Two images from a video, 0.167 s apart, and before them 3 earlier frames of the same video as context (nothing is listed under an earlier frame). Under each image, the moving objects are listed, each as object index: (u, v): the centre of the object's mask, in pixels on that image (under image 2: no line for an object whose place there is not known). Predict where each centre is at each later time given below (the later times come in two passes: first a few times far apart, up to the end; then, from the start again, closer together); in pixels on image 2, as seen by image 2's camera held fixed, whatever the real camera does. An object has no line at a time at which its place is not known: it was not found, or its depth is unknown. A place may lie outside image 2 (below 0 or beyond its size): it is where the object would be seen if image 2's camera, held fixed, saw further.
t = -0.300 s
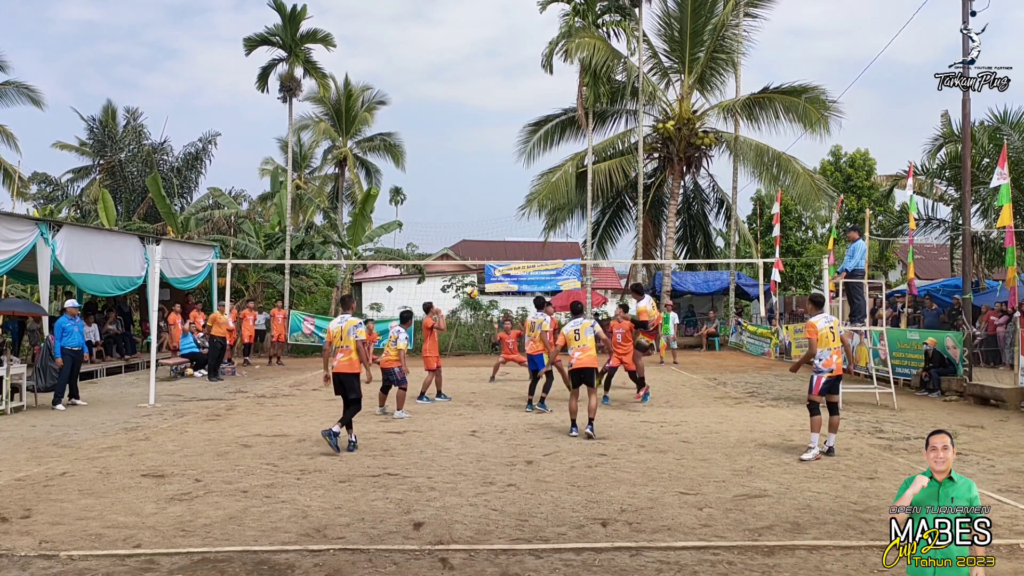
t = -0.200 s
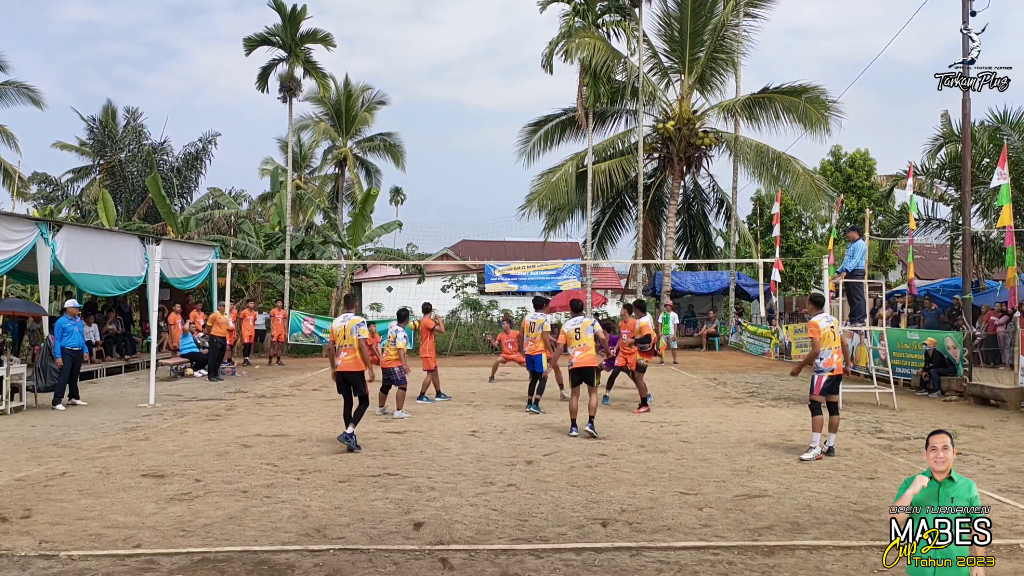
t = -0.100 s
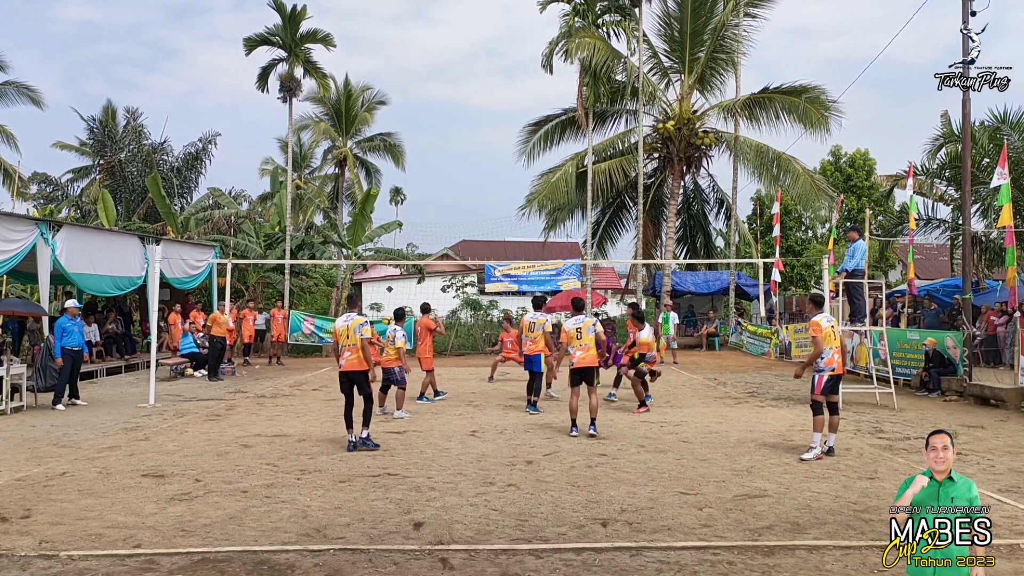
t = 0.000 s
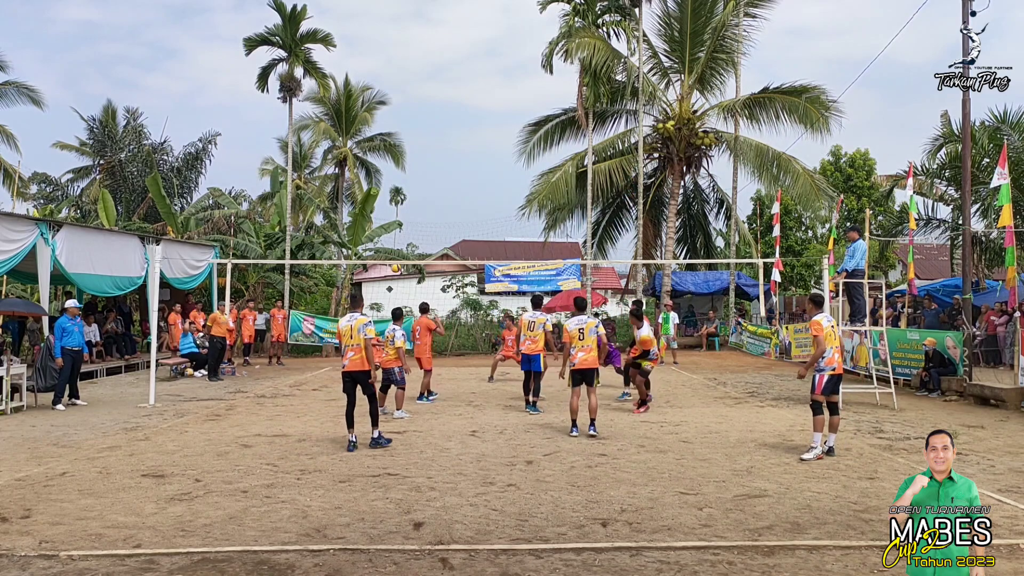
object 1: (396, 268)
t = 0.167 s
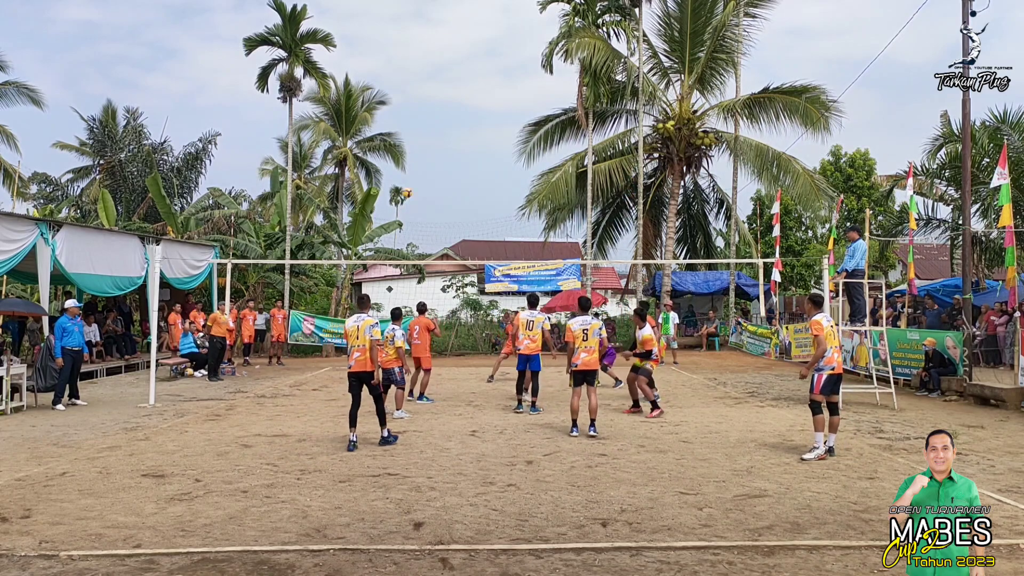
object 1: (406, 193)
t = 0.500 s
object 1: (424, 89)
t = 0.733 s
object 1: (433, 50)
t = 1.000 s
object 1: (443, 35)
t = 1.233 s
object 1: (450, 48)
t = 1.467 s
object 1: (457, 83)
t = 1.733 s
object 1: (465, 149)
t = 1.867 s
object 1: (470, 191)
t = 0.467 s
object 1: (423, 97)
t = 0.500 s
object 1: (424, 89)
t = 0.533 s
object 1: (425, 82)
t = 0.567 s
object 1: (427, 75)
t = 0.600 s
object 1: (428, 69)
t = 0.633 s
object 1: (429, 63)
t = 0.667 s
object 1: (431, 59)
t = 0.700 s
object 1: (432, 54)
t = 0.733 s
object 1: (433, 50)
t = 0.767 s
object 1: (434, 46)
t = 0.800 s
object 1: (435, 43)
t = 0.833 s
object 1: (437, 41)
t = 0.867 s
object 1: (438, 39)
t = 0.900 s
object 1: (439, 37)
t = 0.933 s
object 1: (440, 36)
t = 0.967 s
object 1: (441, 36)
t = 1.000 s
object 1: (443, 35)
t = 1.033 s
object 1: (444, 36)
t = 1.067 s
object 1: (444, 36)
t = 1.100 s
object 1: (446, 38)
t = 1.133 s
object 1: (447, 40)
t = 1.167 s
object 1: (448, 42)
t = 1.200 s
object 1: (449, 45)
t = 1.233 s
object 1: (450, 48)
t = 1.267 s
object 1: (451, 52)
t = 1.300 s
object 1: (452, 56)
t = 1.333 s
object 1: (452, 60)
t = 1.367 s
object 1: (454, 66)
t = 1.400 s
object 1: (455, 71)
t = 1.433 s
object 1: (456, 77)
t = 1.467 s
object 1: (457, 83)
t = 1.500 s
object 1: (458, 90)
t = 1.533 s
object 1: (459, 97)
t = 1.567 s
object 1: (460, 104)
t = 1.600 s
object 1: (461, 113)
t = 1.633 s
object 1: (462, 121)
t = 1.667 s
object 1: (463, 129)
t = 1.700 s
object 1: (464, 139)
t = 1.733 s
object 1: (465, 149)
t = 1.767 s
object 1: (466, 159)
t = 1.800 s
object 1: (467, 169)
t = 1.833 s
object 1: (468, 179)
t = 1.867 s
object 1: (470, 191)
